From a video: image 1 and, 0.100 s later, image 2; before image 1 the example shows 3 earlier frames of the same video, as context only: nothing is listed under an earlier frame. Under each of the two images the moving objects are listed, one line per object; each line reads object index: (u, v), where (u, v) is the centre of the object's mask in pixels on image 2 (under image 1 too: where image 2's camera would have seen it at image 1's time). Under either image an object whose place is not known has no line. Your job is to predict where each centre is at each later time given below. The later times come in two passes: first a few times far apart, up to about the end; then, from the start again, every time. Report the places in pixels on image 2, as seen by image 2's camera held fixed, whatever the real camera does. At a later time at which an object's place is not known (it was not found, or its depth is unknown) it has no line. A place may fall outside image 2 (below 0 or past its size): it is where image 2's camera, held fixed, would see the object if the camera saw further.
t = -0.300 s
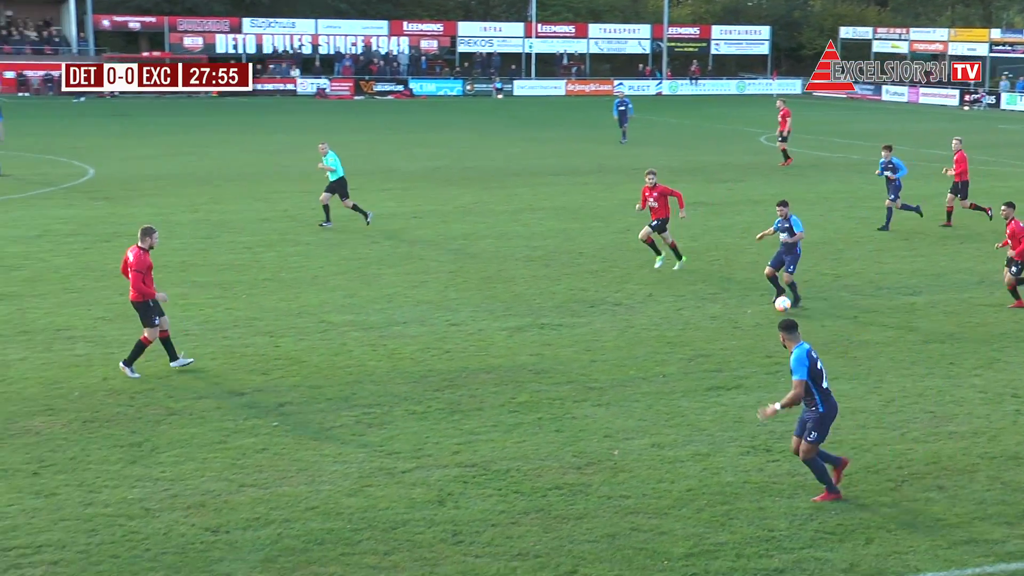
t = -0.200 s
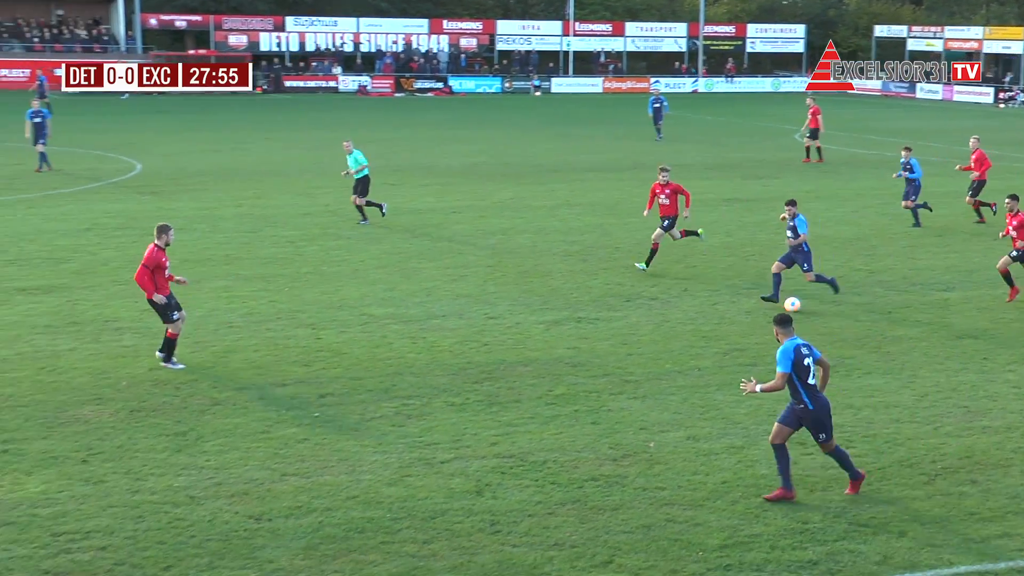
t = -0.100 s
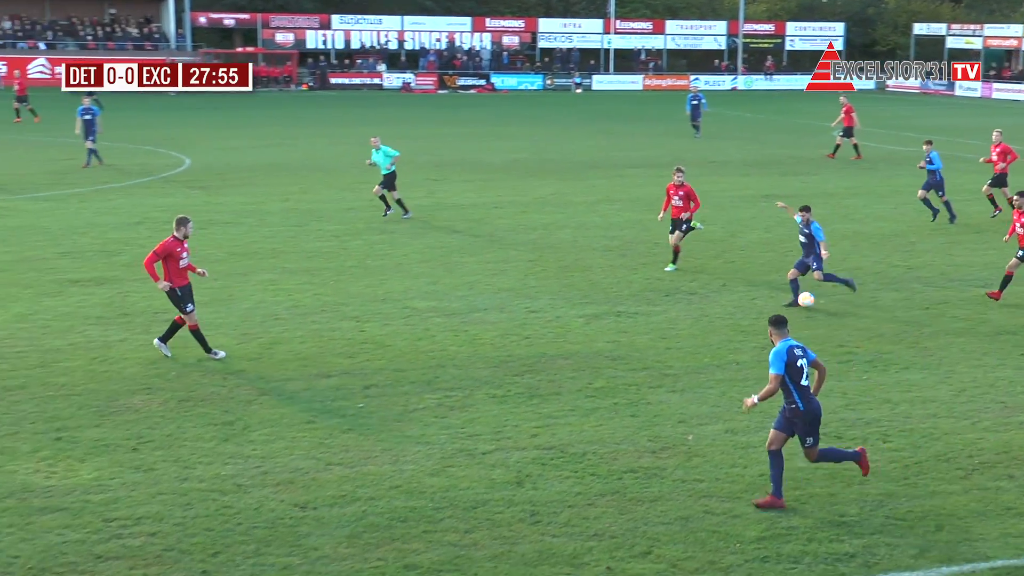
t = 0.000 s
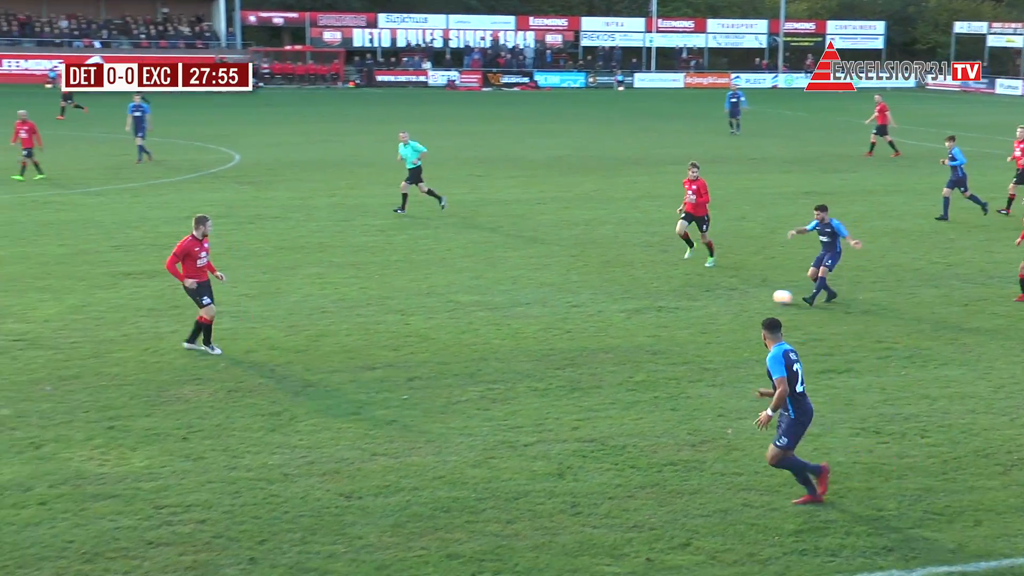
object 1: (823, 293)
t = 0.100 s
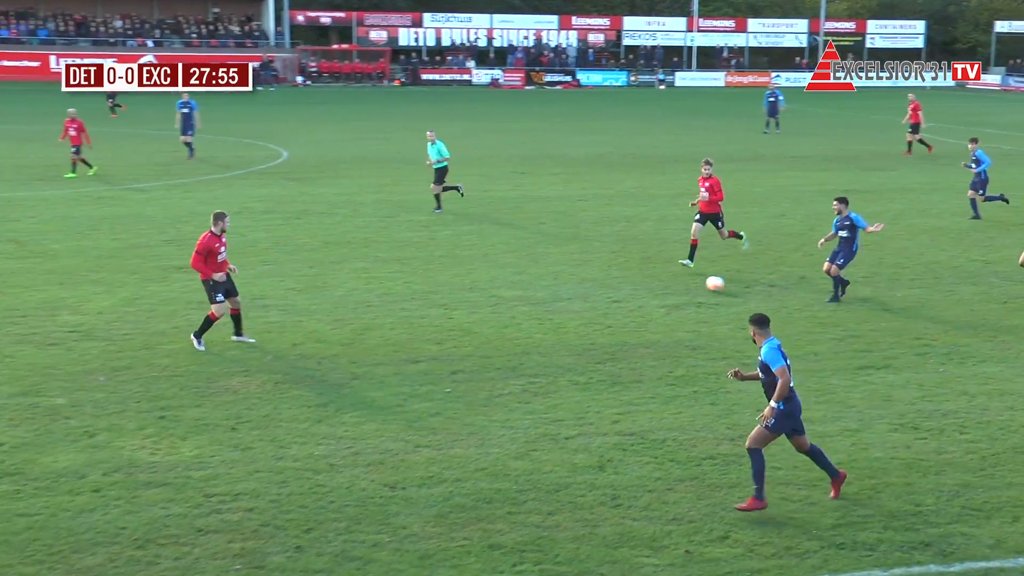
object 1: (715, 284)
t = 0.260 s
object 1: (569, 271)
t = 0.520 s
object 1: (388, 257)
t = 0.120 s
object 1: (694, 283)
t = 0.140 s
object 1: (674, 281)
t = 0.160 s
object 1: (654, 281)
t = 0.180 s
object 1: (636, 279)
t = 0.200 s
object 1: (619, 277)
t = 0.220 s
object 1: (602, 274)
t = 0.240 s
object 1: (586, 272)
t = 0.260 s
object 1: (569, 271)
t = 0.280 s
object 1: (553, 270)
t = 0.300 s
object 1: (537, 269)
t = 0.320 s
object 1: (521, 269)
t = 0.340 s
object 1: (505, 269)
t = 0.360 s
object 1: (490, 268)
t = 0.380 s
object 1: (477, 266)
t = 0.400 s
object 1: (464, 264)
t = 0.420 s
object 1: (451, 262)
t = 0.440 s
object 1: (438, 260)
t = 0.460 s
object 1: (425, 259)
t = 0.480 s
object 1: (413, 258)
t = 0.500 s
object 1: (400, 257)
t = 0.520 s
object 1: (388, 257)
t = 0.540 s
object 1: (376, 257)
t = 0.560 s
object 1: (364, 257)
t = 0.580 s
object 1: (353, 256)
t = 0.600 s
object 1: (342, 254)
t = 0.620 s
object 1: (331, 253)
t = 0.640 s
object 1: (320, 251)
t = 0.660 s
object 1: (310, 250)
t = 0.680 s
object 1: (299, 249)
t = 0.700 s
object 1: (288, 249)
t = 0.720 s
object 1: (278, 249)
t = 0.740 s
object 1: (268, 249)
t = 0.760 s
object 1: (257, 249)
